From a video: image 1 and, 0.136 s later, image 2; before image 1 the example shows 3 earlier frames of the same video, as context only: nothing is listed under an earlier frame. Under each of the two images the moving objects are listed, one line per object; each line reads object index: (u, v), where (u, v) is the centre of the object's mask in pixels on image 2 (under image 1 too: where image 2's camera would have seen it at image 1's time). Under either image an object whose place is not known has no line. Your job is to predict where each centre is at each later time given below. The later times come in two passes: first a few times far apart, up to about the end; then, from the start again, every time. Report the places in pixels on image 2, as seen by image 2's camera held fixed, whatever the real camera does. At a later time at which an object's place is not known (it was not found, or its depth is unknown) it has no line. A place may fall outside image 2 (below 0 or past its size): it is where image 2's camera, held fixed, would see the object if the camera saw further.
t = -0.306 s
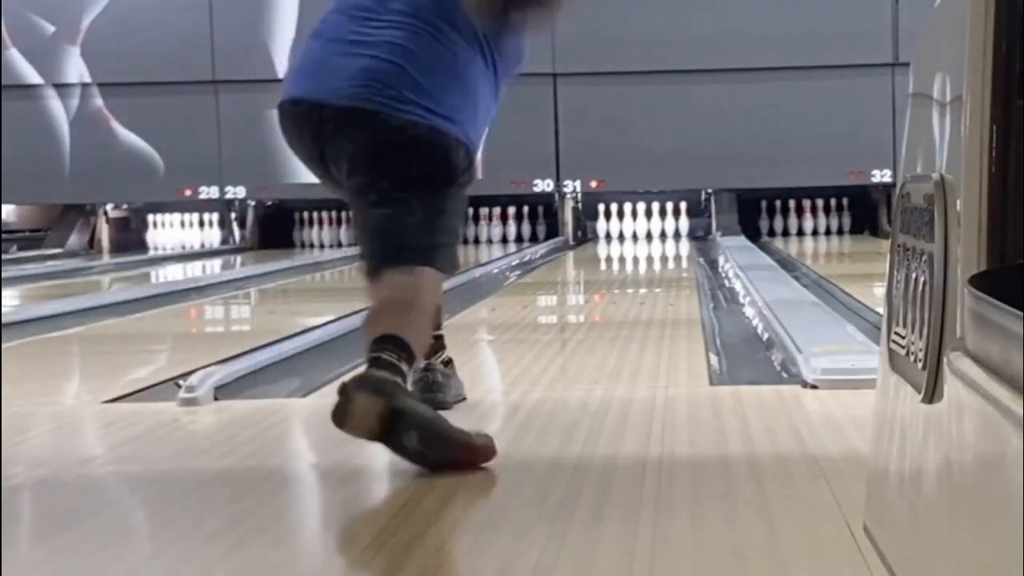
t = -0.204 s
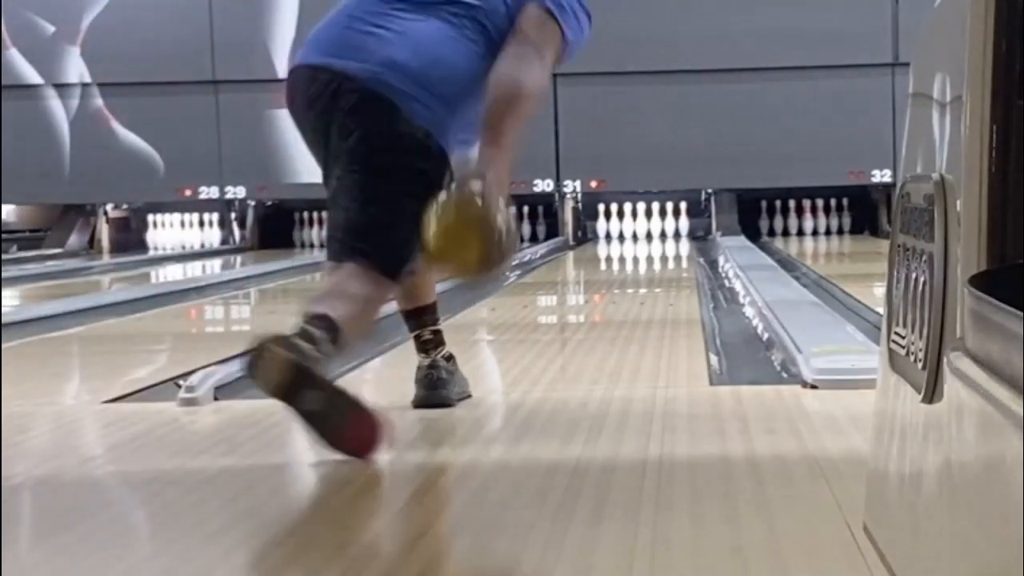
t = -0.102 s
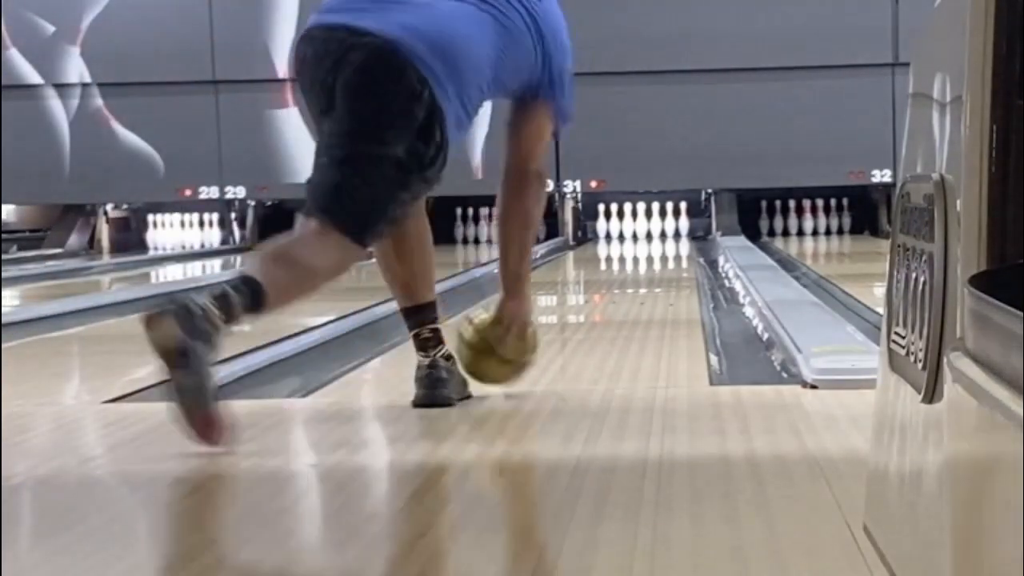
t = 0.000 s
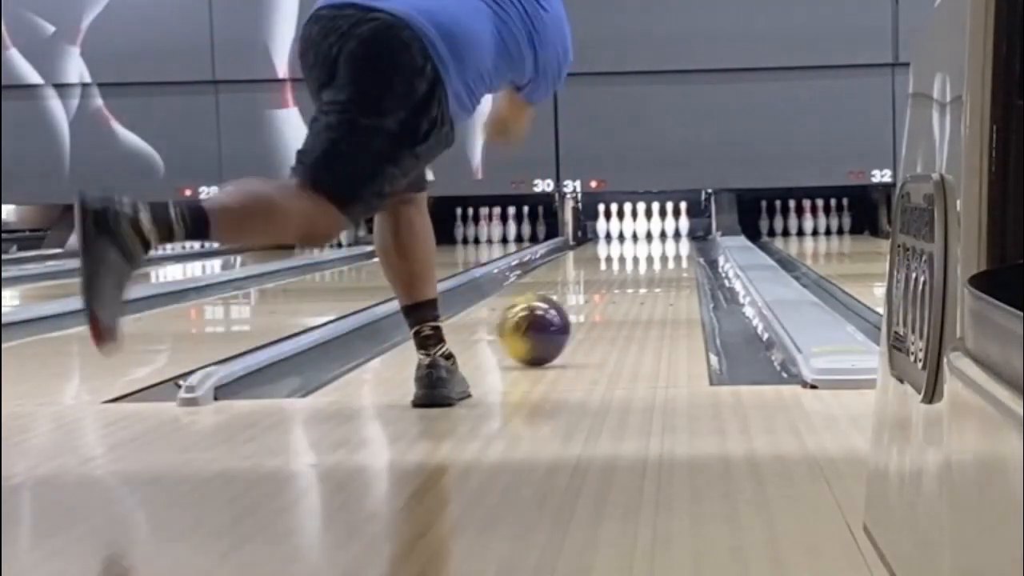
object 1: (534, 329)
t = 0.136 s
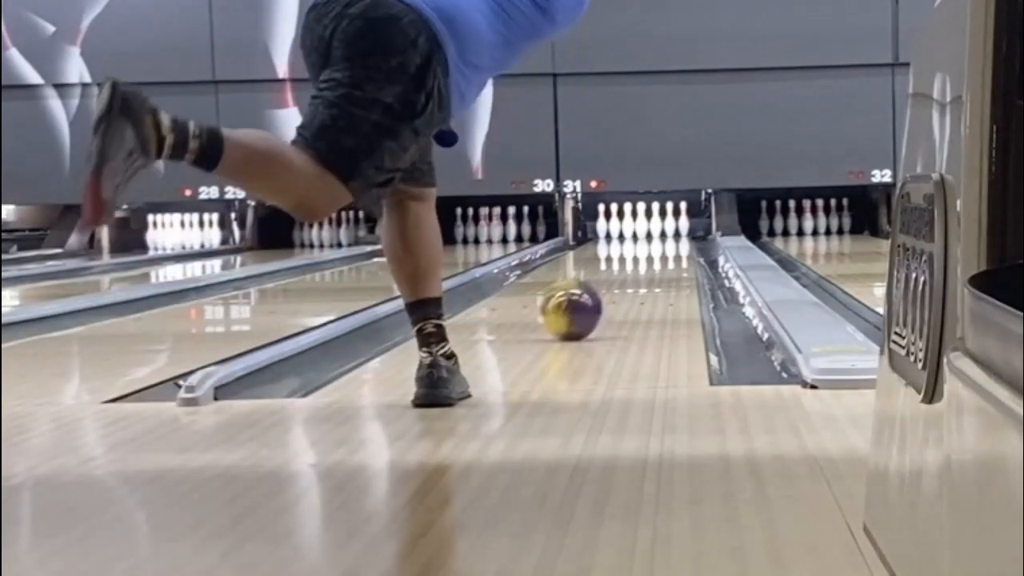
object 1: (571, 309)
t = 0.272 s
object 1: (598, 294)
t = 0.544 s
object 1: (634, 272)
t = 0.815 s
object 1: (658, 256)
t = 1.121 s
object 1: (671, 246)
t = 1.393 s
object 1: (675, 239)
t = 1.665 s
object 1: (671, 234)
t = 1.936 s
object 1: (658, 231)
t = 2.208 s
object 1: (649, 229)
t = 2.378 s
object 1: (653, 227)
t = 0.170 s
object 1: (579, 305)
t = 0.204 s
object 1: (586, 301)
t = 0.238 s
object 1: (592, 297)
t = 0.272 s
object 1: (598, 294)
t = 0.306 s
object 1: (604, 291)
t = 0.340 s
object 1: (610, 289)
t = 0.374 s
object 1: (614, 285)
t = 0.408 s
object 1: (618, 283)
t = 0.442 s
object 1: (624, 279)
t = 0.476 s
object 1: (627, 277)
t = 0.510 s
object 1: (631, 274)
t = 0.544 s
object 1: (634, 272)
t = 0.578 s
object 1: (641, 269)
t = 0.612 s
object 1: (644, 266)
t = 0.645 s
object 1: (646, 264)
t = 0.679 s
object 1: (649, 262)
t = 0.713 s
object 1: (651, 261)
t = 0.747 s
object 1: (653, 259)
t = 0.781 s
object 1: (655, 258)
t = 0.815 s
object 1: (658, 256)
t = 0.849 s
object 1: (660, 256)
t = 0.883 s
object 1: (662, 253)
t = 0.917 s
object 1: (663, 252)
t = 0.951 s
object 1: (664, 252)
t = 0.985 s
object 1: (665, 251)
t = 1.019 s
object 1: (667, 249)
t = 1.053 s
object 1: (668, 248)
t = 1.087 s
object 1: (669, 247)
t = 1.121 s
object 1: (671, 246)
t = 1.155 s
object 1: (671, 245)
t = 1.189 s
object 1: (672, 244)
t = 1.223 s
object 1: (673, 243)
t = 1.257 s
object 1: (673, 242)
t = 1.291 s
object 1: (674, 241)
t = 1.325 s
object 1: (674, 240)
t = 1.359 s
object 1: (675, 239)
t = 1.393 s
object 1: (675, 239)
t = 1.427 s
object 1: (675, 238)
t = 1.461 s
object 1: (675, 237)
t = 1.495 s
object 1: (674, 237)
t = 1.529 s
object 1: (674, 236)
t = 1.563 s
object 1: (673, 236)
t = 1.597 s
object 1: (673, 235)
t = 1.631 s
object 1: (672, 235)
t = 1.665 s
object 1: (671, 234)
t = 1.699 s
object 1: (670, 233)
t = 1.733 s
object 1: (669, 234)
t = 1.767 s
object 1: (668, 233)
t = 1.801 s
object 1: (667, 232)
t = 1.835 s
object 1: (664, 232)
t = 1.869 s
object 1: (663, 231)
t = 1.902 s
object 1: (659, 231)
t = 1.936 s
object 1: (658, 231)
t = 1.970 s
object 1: (656, 230)
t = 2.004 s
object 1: (655, 230)
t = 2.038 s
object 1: (654, 230)
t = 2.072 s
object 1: (650, 229)
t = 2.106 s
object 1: (649, 230)
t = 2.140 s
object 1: (650, 229)
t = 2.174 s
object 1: (650, 229)
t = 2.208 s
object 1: (649, 229)
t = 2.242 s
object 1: (649, 229)
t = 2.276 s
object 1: (649, 227)
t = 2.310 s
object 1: (650, 228)
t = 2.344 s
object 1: (652, 228)
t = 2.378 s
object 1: (653, 227)
